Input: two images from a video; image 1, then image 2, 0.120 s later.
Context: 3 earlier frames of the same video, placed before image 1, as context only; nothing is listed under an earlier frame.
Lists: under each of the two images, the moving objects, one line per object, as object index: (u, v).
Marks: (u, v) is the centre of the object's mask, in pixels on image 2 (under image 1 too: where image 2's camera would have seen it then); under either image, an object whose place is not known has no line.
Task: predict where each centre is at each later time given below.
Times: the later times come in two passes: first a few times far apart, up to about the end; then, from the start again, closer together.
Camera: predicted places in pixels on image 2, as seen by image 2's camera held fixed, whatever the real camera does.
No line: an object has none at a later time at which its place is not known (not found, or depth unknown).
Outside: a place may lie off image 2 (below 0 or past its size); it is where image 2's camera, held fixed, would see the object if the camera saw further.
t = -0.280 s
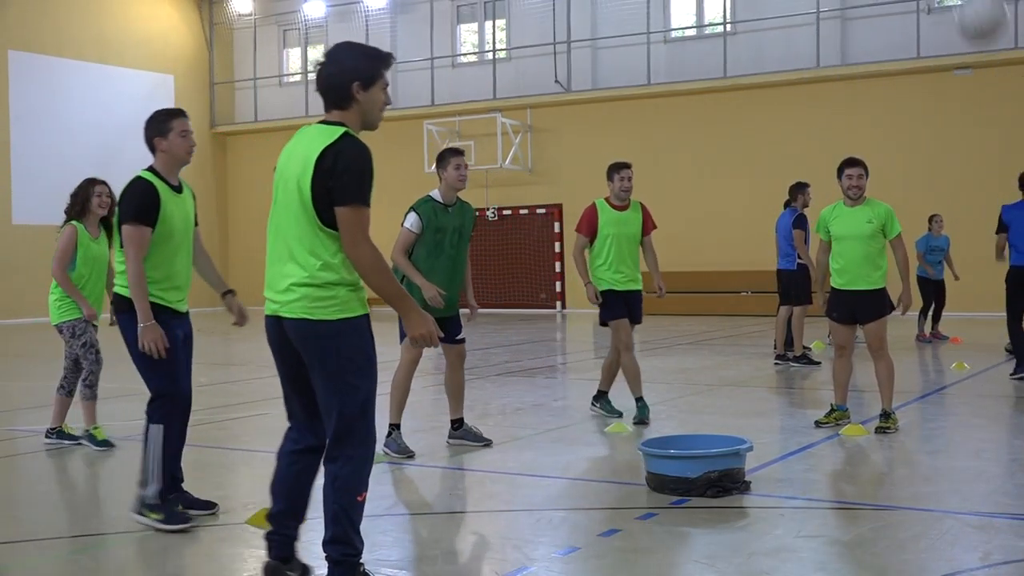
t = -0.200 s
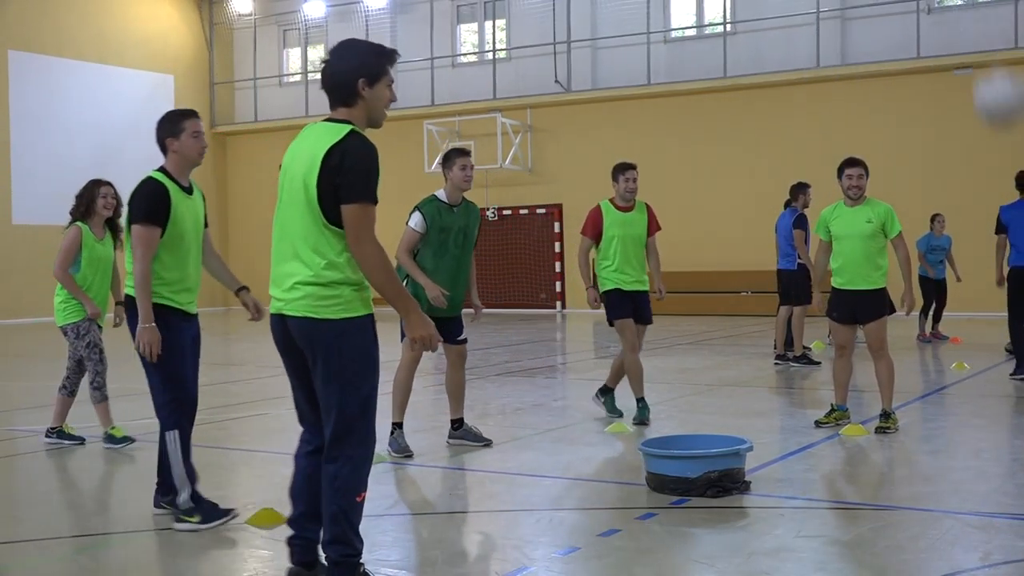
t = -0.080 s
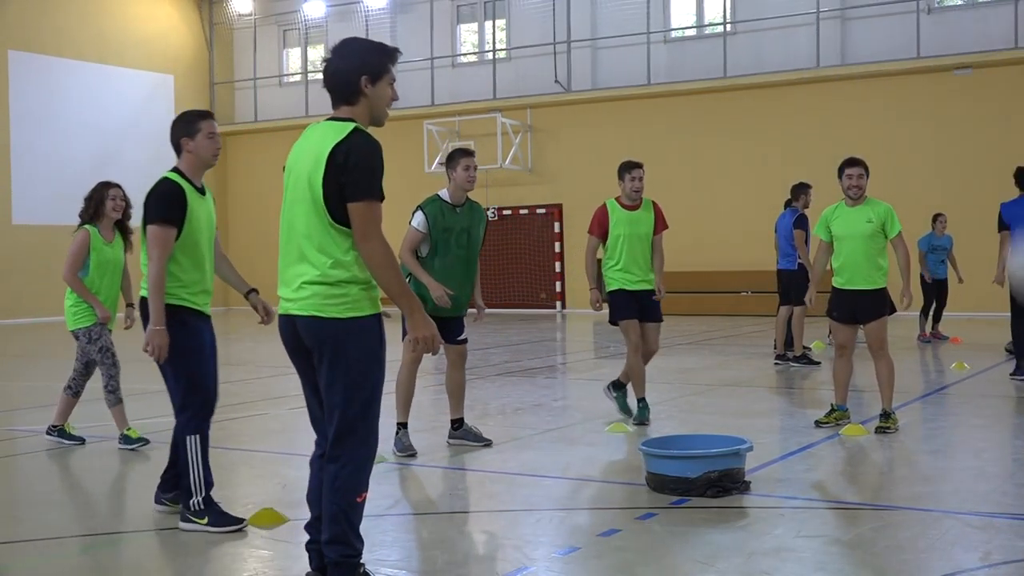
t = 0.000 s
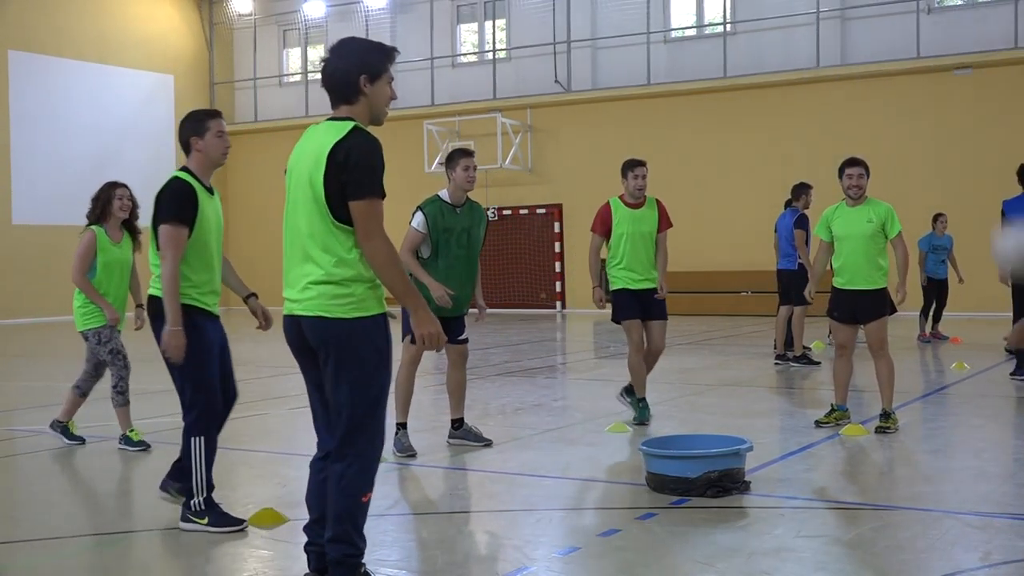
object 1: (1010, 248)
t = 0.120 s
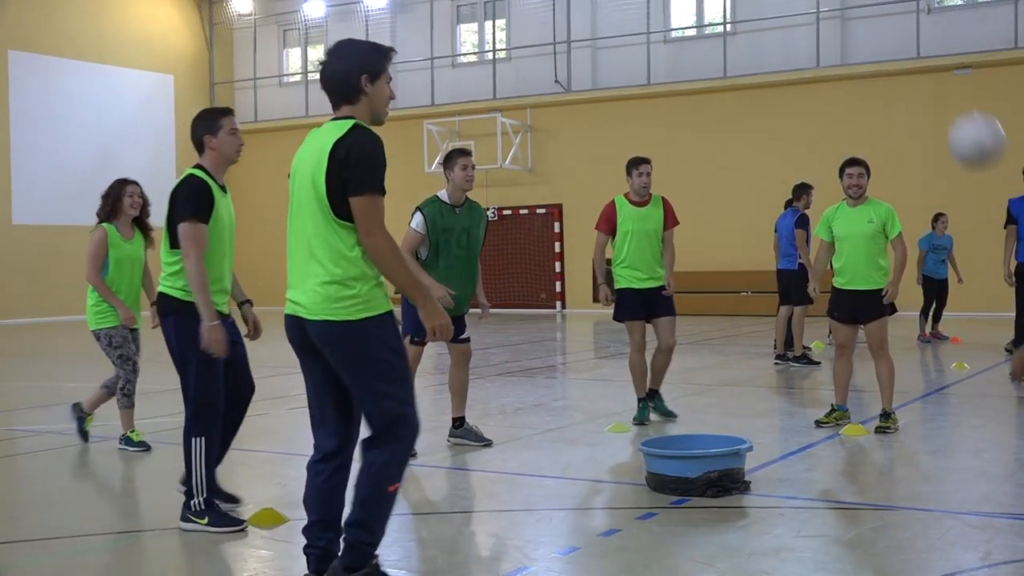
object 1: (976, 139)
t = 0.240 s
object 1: (935, 73)
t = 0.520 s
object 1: (852, 55)
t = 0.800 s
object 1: (785, 199)
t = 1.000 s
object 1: (745, 387)
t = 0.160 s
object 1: (962, 113)
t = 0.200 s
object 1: (949, 91)
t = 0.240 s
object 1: (935, 73)
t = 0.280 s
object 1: (921, 59)
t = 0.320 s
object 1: (909, 49)
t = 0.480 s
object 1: (864, 47)
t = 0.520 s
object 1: (852, 55)
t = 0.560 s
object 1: (842, 66)
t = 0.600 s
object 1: (832, 81)
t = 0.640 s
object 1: (822, 99)
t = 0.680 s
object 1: (813, 119)
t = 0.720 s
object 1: (803, 143)
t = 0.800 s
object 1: (785, 199)
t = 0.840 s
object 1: (777, 231)
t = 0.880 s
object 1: (768, 268)
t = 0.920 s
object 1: (761, 302)
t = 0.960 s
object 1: (752, 343)
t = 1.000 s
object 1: (745, 387)
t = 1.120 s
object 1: (727, 406)
